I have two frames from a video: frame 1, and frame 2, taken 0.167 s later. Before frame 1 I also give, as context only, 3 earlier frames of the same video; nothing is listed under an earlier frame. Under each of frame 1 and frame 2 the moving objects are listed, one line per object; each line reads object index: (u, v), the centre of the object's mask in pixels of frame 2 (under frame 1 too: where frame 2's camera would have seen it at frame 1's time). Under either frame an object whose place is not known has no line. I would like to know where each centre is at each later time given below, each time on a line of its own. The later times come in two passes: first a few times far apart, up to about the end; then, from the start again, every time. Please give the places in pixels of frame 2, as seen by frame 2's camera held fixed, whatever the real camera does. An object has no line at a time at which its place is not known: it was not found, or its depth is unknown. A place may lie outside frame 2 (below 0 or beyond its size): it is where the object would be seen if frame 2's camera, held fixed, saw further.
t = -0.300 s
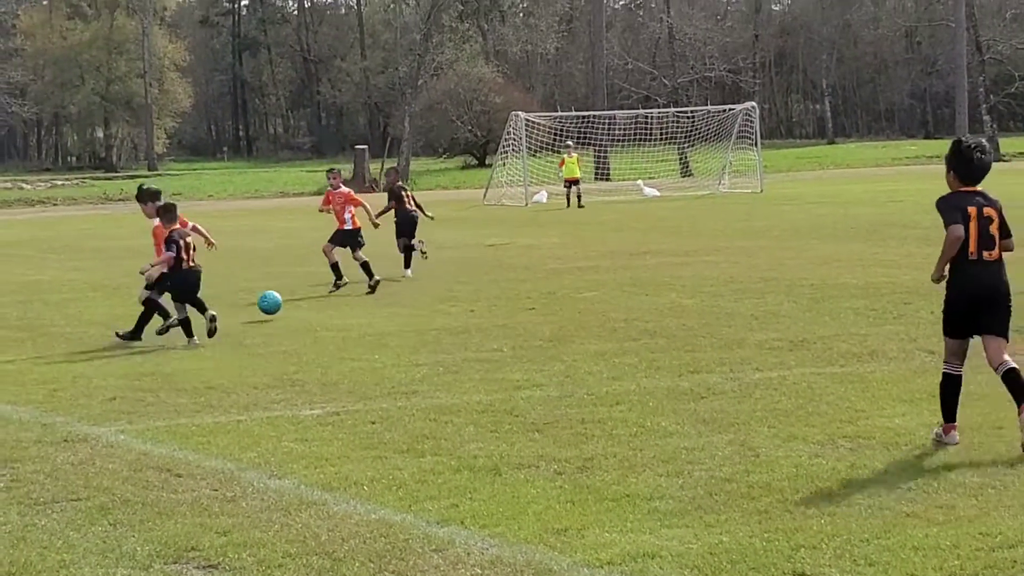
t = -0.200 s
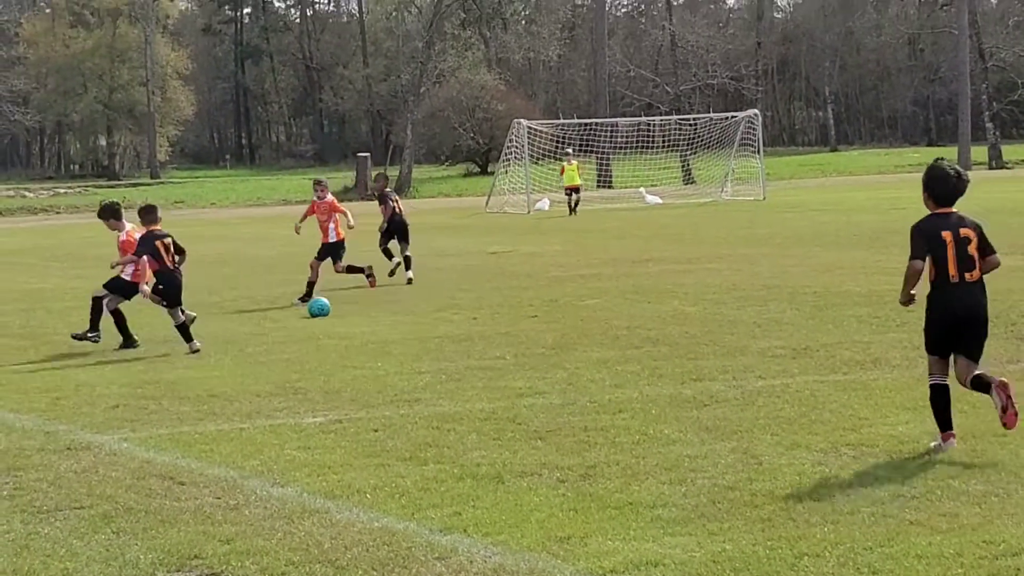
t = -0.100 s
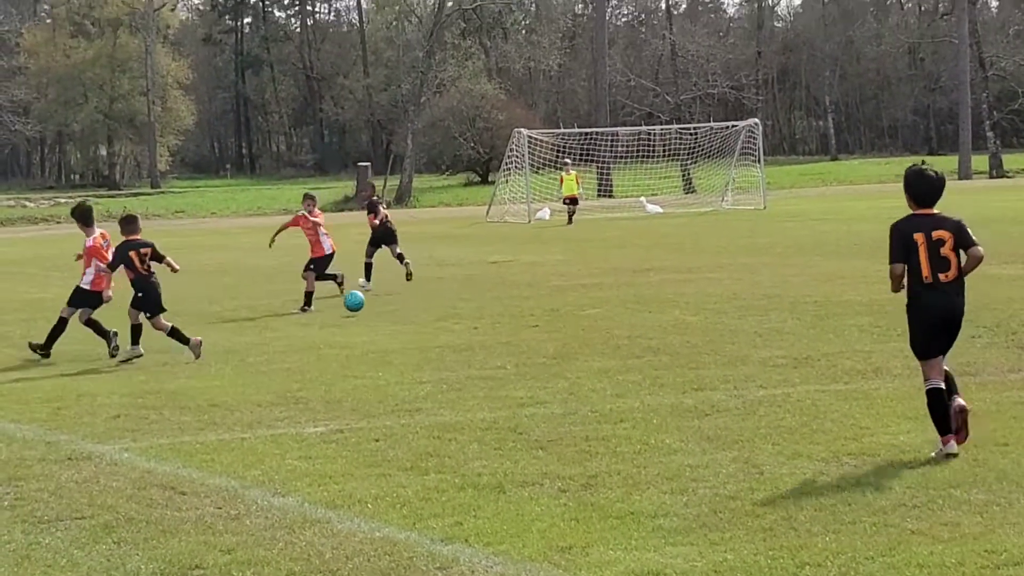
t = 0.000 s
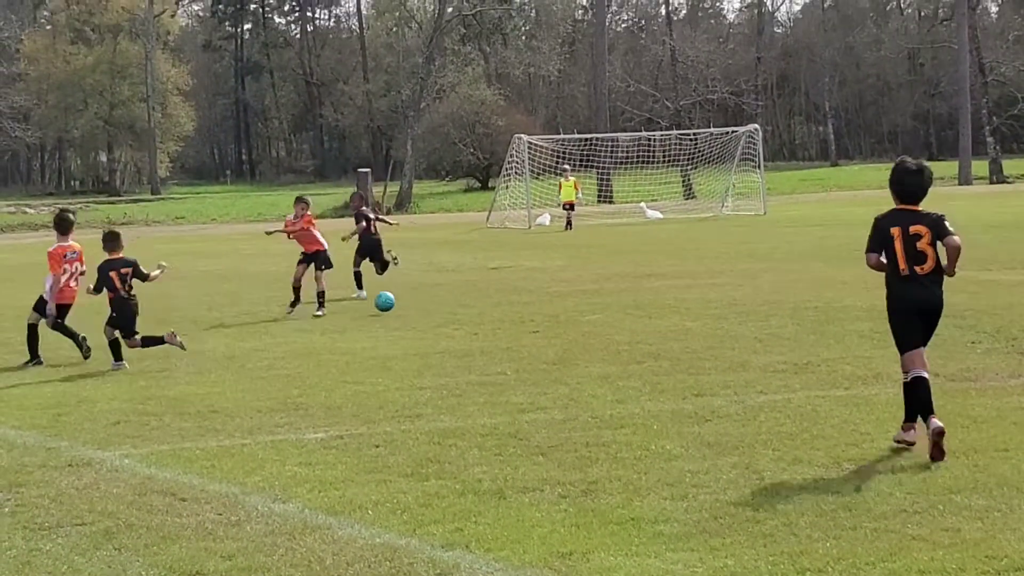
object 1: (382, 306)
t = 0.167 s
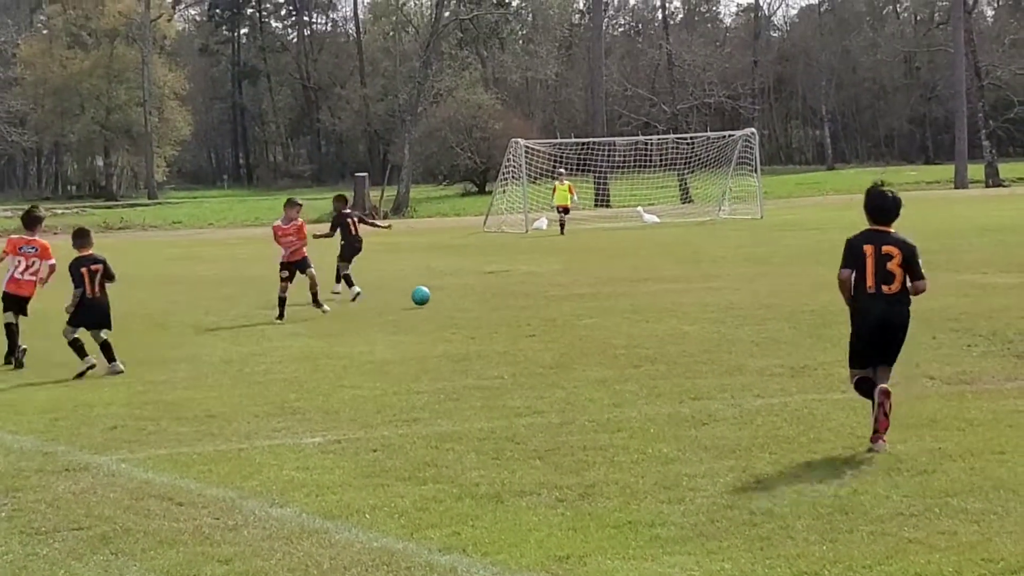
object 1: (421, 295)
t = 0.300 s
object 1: (444, 289)
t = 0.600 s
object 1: (479, 278)
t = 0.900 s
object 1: (498, 270)
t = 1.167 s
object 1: (512, 269)
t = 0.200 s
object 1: (427, 295)
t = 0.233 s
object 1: (434, 295)
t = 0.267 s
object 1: (440, 294)
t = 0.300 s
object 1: (444, 289)
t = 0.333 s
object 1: (449, 285)
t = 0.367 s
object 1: (454, 283)
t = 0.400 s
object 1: (458, 281)
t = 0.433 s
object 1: (462, 281)
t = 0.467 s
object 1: (466, 282)
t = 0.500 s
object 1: (470, 283)
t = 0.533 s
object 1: (473, 282)
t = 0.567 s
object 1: (476, 280)
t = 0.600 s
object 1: (479, 278)
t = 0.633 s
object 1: (481, 277)
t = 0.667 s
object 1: (484, 277)
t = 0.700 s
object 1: (486, 277)
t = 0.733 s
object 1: (489, 278)
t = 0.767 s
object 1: (491, 275)
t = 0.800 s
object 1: (492, 272)
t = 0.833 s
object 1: (495, 271)
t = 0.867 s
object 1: (497, 270)
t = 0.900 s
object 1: (498, 270)
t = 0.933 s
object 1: (500, 271)
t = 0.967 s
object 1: (502, 273)
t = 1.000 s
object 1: (504, 272)
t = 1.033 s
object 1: (506, 270)
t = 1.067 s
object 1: (508, 269)
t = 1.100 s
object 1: (509, 269)
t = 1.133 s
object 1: (511, 270)
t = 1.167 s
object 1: (512, 269)
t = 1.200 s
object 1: (514, 267)
